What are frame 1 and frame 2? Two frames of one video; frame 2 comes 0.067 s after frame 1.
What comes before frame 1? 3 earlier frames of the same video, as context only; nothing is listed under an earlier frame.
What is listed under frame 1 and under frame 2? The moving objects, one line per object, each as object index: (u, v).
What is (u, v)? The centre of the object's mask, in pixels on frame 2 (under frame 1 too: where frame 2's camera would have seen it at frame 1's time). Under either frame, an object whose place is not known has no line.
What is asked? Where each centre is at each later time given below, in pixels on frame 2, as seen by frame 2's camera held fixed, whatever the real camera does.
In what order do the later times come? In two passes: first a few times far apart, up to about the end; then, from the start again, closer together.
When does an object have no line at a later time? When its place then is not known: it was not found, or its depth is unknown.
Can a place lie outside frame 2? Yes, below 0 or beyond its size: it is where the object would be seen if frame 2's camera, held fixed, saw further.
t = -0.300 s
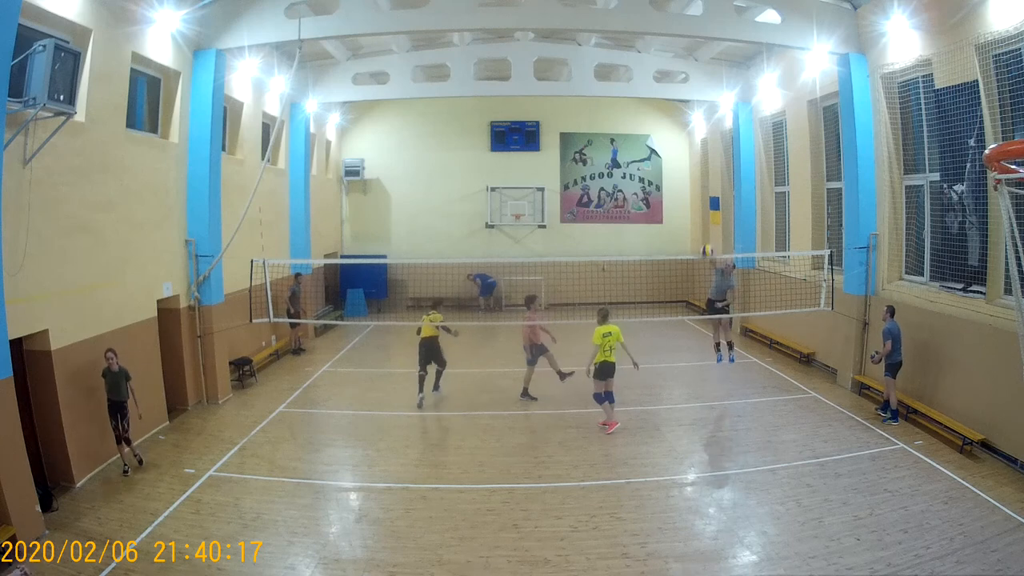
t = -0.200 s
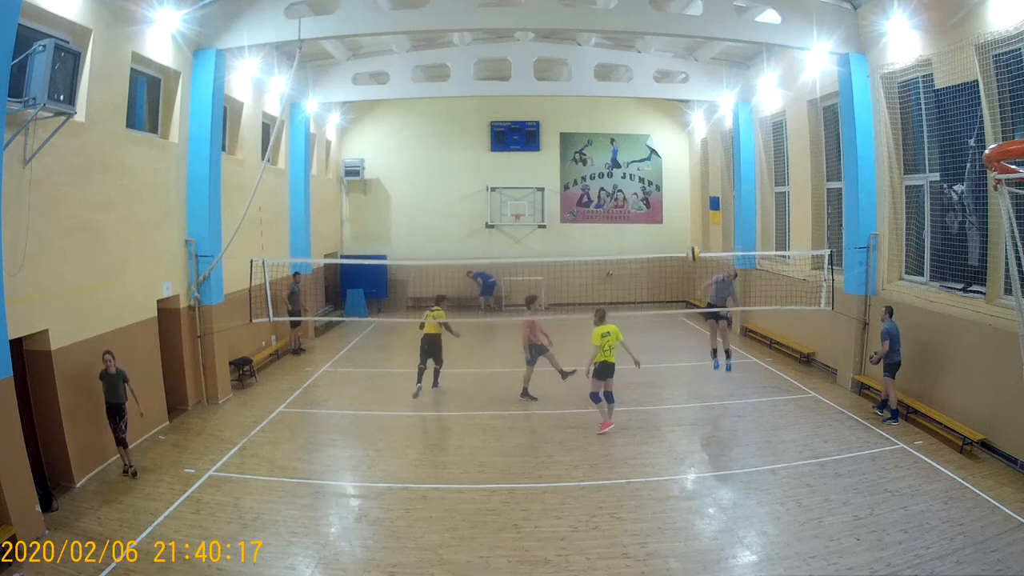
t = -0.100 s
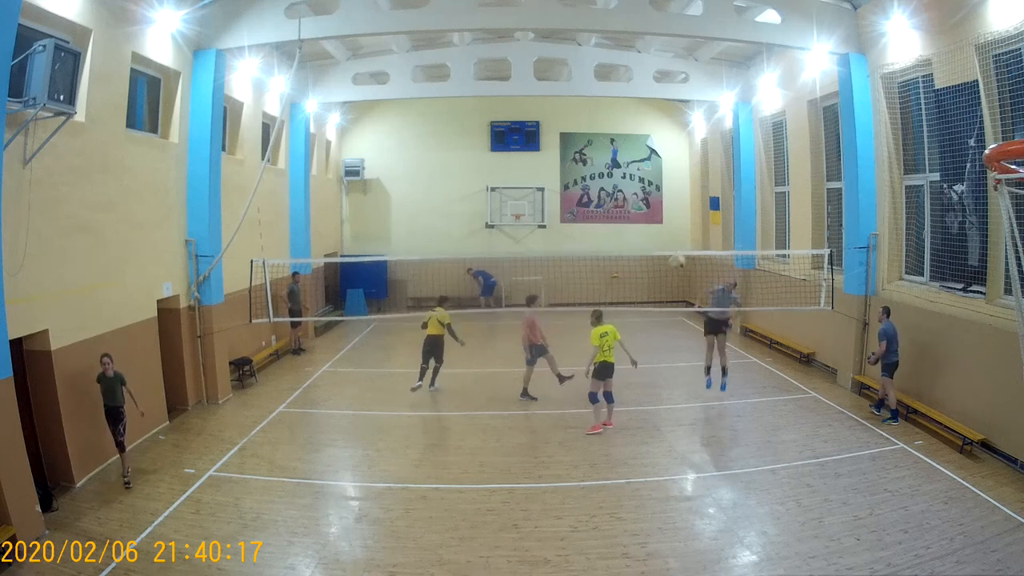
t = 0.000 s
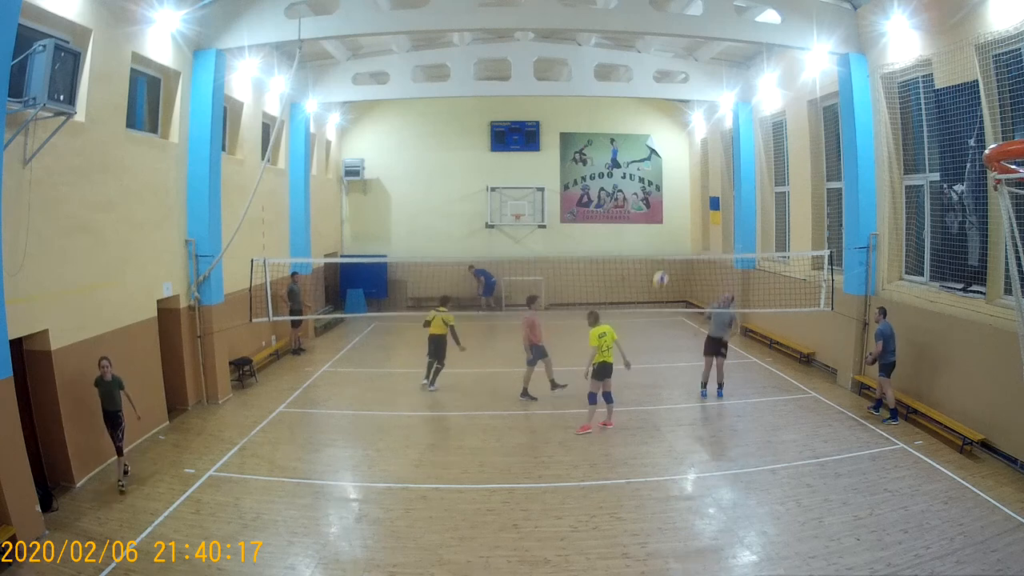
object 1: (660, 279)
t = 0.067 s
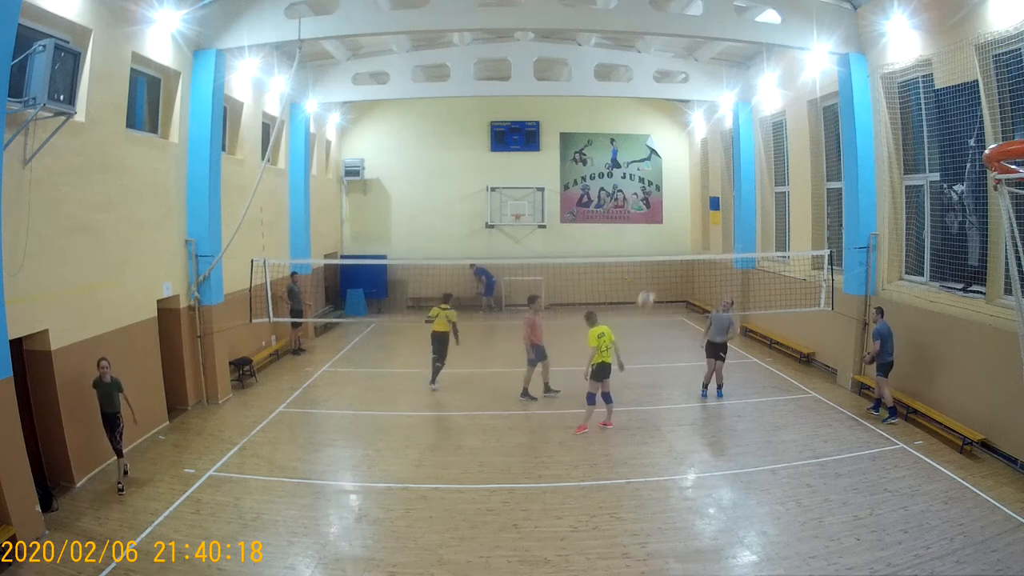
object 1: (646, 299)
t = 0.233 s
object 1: (606, 377)
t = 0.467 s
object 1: (538, 529)
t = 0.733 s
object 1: (420, 490)
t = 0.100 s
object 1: (639, 311)
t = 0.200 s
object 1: (615, 361)
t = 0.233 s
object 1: (606, 377)
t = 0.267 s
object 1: (602, 397)
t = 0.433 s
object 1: (546, 532)
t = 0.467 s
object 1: (538, 529)
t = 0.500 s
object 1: (527, 521)
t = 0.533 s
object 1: (513, 513)
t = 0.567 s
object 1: (501, 507)
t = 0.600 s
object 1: (487, 501)
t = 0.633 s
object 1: (471, 498)
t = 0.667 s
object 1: (456, 493)
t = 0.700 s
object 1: (441, 493)
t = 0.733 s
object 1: (420, 490)
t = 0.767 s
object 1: (401, 491)
